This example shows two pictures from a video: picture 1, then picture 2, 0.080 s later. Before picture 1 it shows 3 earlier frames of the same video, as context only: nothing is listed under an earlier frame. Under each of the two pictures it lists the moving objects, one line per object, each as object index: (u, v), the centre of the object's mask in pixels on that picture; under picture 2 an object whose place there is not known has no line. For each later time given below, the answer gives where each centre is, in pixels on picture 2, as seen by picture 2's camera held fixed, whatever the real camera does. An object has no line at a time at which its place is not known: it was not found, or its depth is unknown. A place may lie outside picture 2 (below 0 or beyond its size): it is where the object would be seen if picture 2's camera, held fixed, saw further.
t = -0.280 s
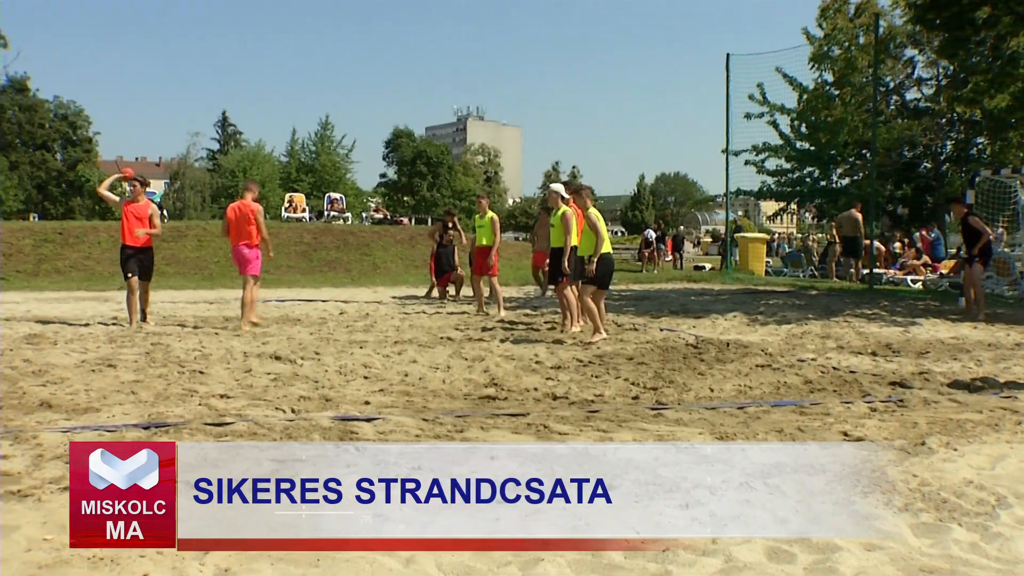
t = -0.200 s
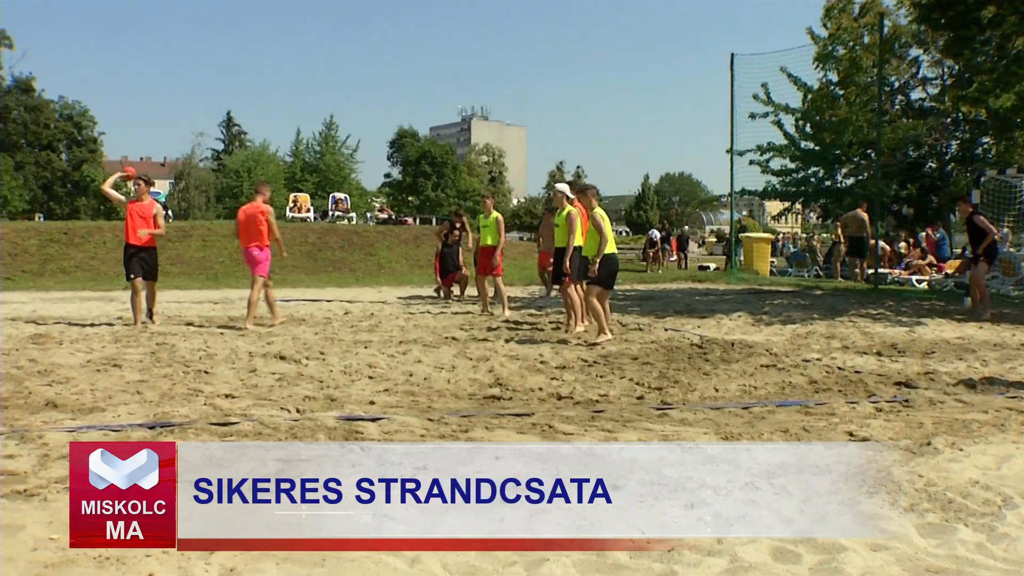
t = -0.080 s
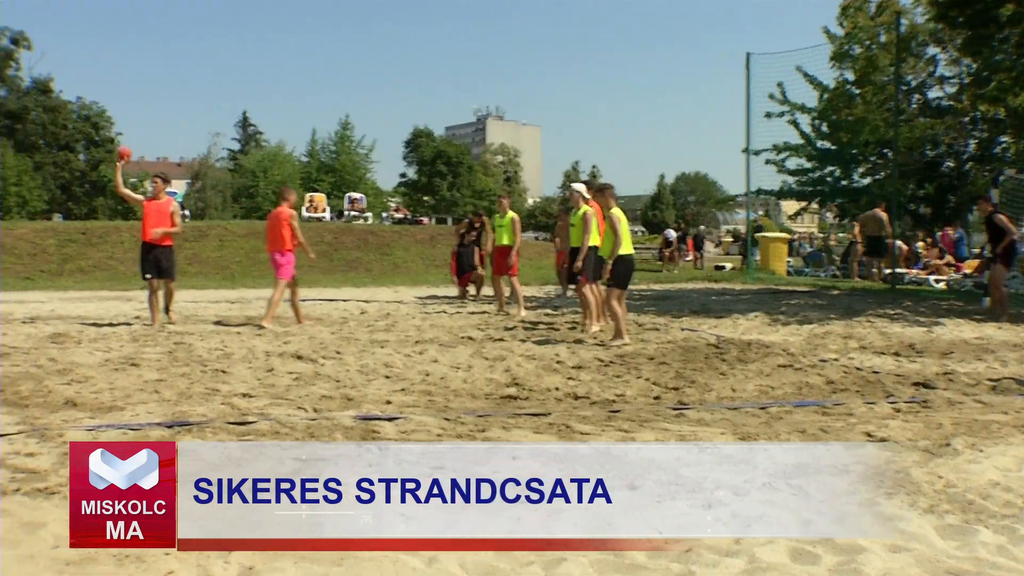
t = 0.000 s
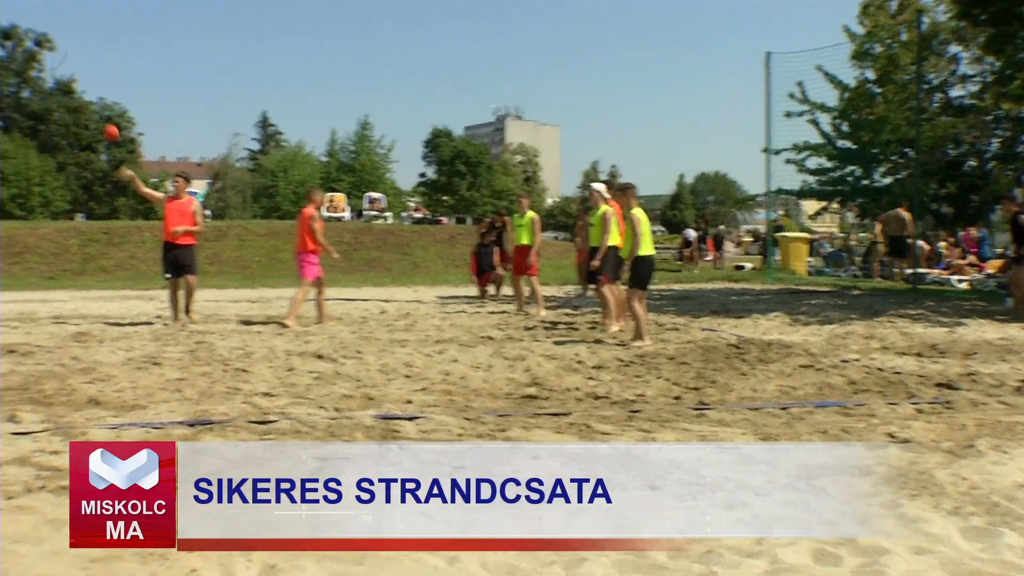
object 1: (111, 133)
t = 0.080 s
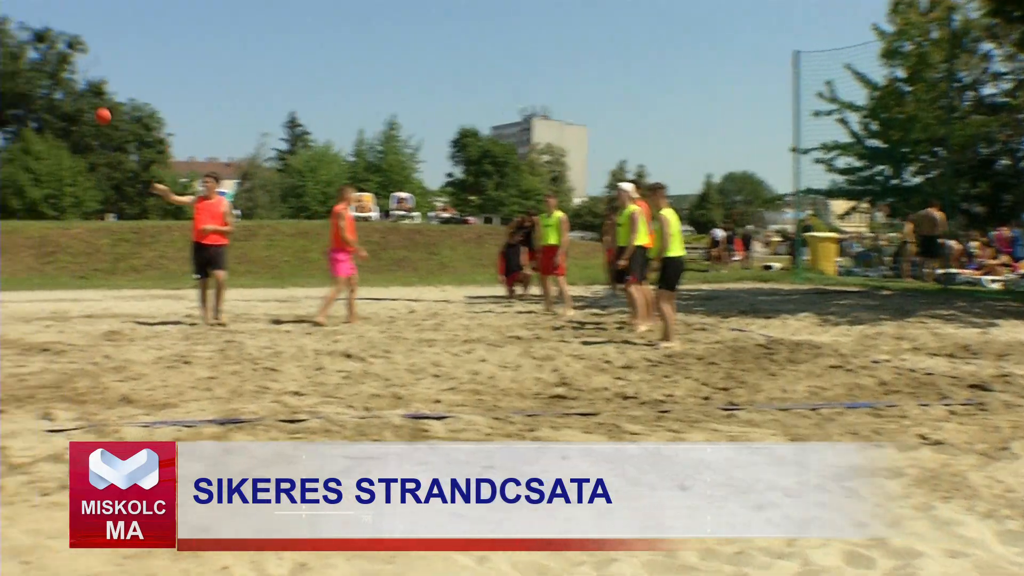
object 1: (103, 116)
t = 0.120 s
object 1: (85, 108)
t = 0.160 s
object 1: (69, 101)
